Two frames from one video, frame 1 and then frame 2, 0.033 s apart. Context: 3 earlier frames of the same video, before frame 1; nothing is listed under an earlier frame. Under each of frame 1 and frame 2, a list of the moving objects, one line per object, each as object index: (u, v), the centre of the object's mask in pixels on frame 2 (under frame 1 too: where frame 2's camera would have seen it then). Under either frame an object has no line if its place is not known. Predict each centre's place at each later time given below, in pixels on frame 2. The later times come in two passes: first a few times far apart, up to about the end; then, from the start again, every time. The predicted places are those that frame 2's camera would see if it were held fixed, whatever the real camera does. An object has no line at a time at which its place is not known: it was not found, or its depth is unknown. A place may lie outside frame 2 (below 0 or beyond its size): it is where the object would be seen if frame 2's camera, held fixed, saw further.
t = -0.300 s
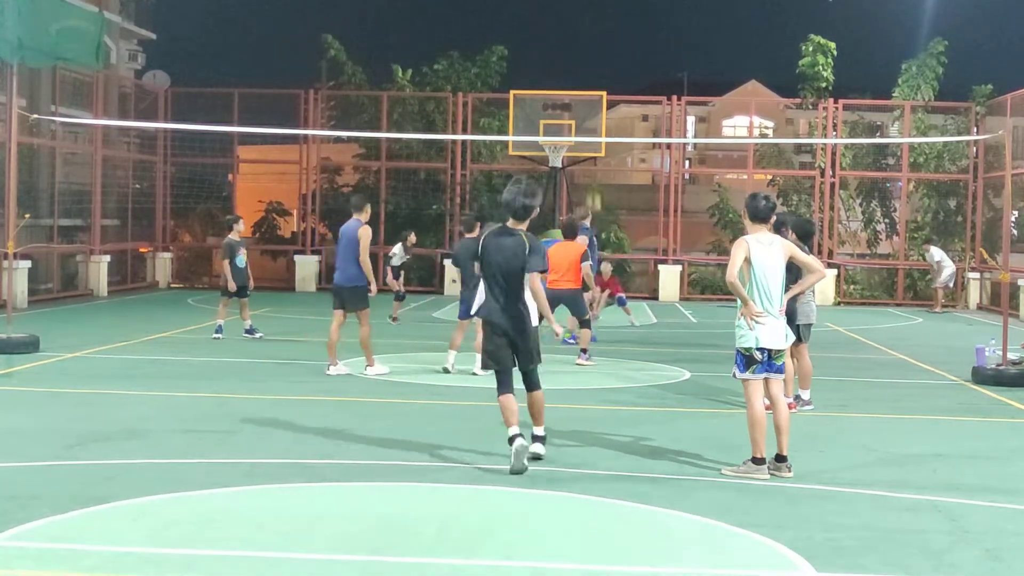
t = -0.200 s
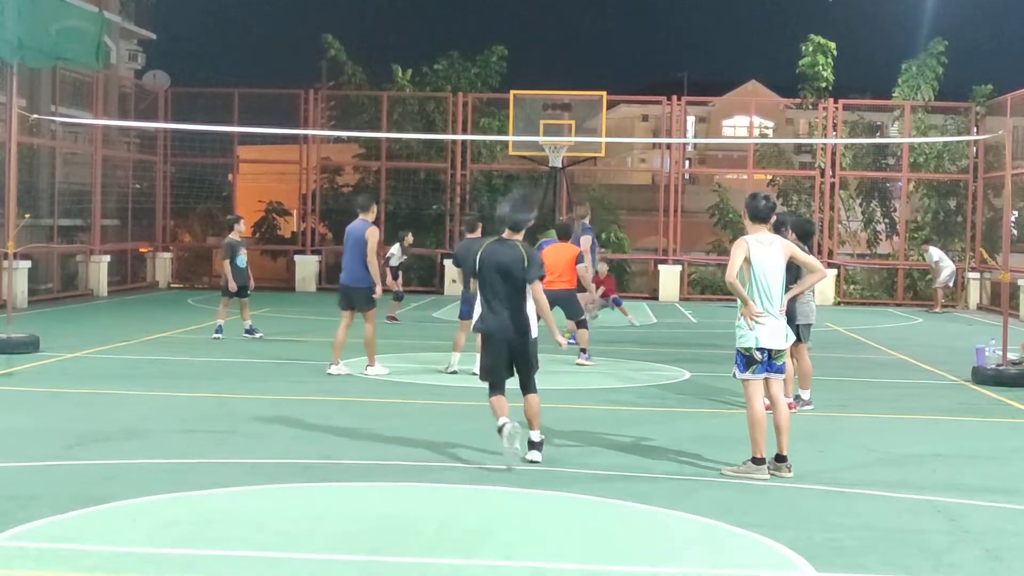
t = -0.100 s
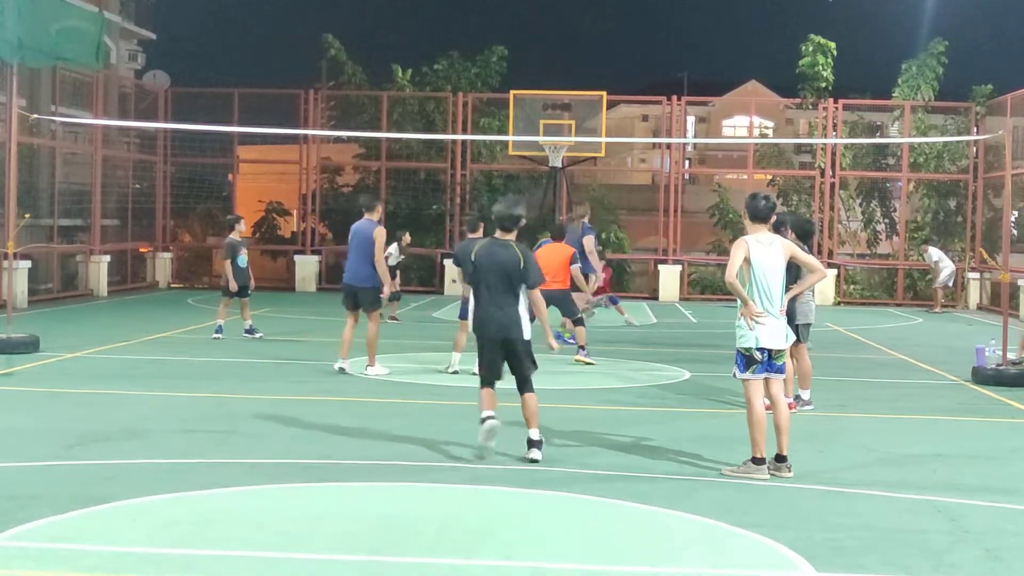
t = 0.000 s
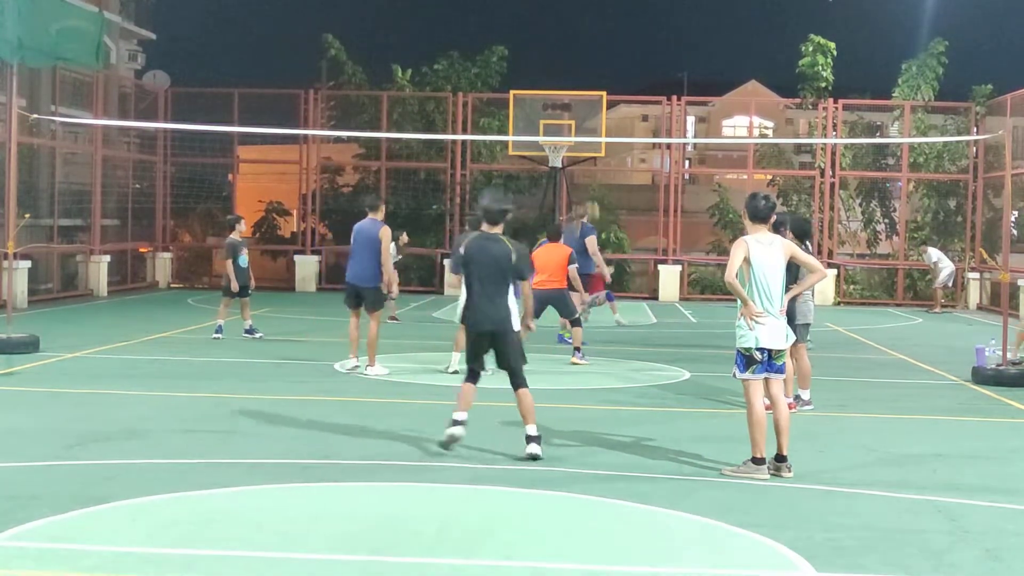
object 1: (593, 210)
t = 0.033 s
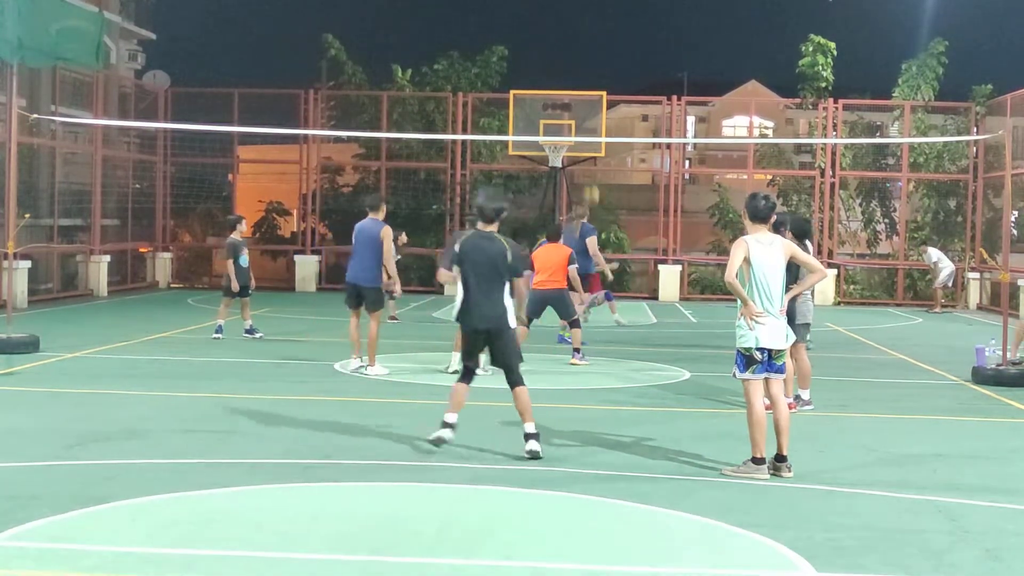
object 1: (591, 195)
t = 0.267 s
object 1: (587, 103)
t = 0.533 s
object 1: (580, 37)
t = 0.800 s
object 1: (570, 22)
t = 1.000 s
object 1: (561, 49)
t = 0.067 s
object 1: (591, 180)
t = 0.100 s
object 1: (590, 165)
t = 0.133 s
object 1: (590, 150)
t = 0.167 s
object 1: (587, 133)
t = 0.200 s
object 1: (588, 126)
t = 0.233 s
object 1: (587, 113)
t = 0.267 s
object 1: (587, 103)
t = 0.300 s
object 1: (586, 91)
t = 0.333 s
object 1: (585, 81)
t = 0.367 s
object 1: (585, 72)
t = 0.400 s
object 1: (584, 64)
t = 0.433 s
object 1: (583, 56)
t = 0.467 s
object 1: (582, 49)
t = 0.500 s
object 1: (581, 43)
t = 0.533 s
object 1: (580, 37)
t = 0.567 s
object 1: (579, 32)
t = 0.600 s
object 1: (578, 28)
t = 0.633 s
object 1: (577, 25)
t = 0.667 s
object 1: (576, 22)
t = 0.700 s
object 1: (574, 21)
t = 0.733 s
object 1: (573, 21)
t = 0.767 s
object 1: (572, 21)
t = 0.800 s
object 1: (570, 22)
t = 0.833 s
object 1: (569, 24)
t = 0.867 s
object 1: (567, 27)
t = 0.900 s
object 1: (566, 31)
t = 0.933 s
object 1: (564, 36)
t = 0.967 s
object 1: (562, 43)
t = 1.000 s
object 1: (561, 49)
